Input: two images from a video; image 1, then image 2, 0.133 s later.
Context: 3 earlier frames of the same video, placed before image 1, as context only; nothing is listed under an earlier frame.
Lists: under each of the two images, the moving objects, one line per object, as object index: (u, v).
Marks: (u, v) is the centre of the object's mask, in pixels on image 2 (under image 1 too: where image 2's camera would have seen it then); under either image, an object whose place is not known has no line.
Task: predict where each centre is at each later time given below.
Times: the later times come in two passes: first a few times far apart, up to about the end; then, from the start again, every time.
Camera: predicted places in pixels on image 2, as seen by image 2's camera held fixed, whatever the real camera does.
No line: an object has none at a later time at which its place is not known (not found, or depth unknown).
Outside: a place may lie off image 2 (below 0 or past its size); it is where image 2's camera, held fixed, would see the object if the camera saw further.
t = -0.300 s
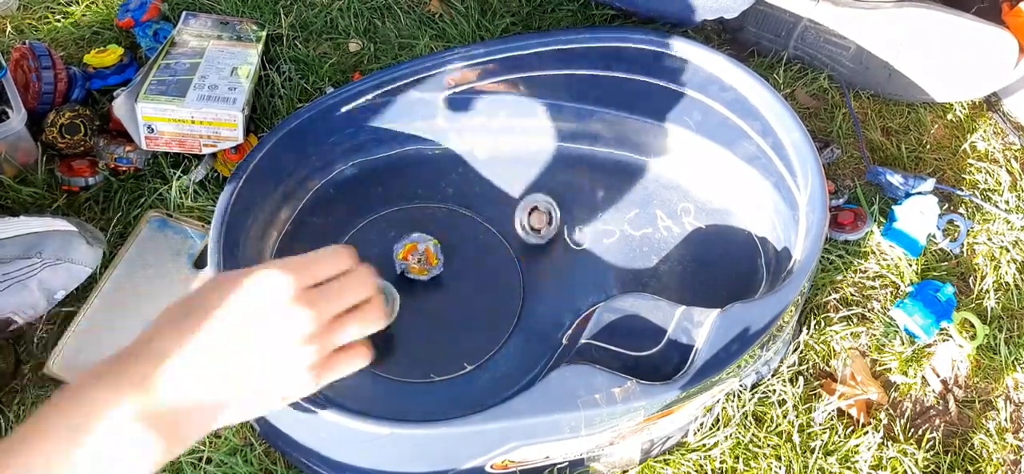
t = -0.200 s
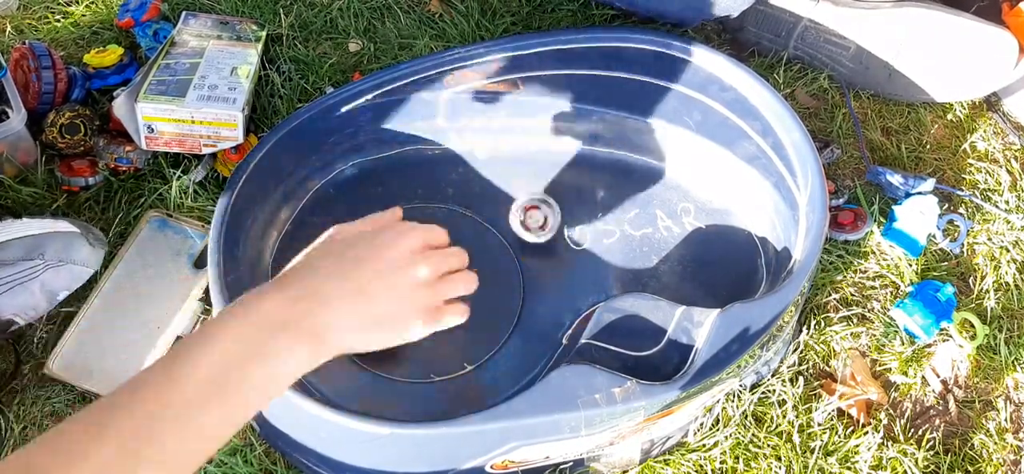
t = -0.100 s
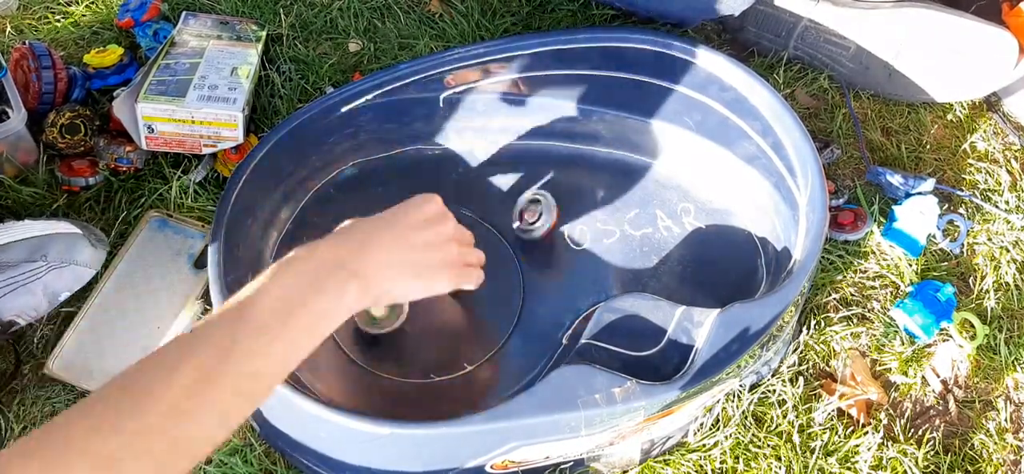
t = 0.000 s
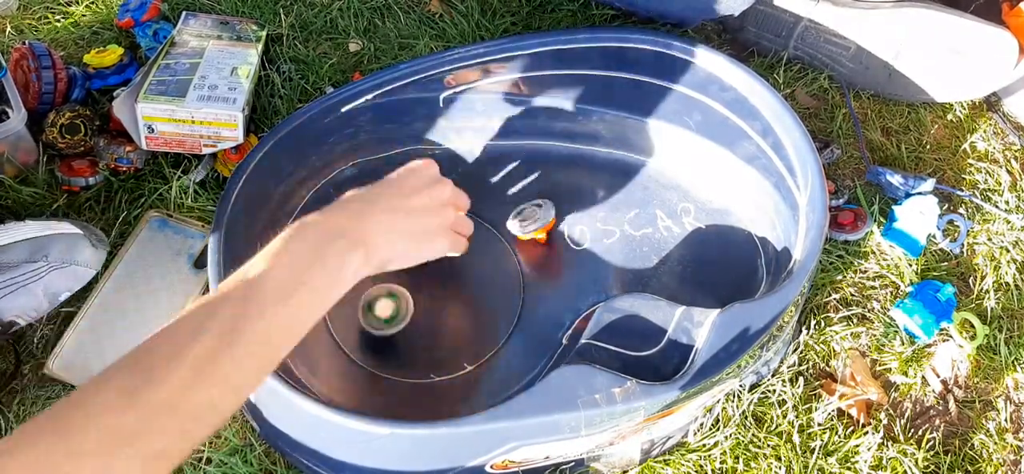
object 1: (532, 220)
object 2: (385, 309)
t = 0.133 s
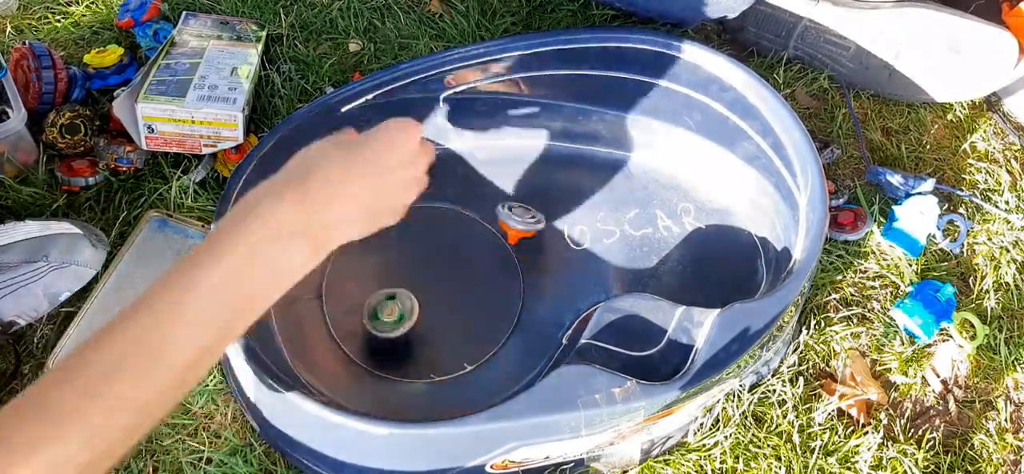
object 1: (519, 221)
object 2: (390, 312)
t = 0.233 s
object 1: (497, 217)
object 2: (393, 314)
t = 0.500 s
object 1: (457, 211)
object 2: (397, 315)
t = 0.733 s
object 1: (463, 229)
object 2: (399, 313)
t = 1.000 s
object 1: (446, 235)
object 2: (404, 307)
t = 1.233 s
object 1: (441, 233)
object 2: (413, 302)
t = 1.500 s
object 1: (430, 235)
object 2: (422, 301)
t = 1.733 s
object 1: (425, 232)
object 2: (427, 302)
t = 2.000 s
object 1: (418, 236)
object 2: (428, 302)
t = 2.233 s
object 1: (410, 233)
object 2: (427, 301)
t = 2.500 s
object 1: (406, 239)
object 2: (426, 294)
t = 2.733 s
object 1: (394, 240)
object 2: (428, 288)
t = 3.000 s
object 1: (394, 243)
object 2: (432, 283)
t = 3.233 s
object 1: (384, 251)
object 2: (436, 283)
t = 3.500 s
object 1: (383, 250)
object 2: (437, 283)
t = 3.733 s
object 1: (366, 232)
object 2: (466, 314)
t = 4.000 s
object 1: (378, 232)
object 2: (465, 315)
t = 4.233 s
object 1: (425, 271)
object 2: (461, 308)
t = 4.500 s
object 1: (434, 259)
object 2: (466, 333)
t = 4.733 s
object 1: (425, 255)
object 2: (460, 315)
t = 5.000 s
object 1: (427, 256)
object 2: (451, 302)
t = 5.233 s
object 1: (430, 255)
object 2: (440, 296)
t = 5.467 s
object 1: (428, 254)
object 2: (431, 292)
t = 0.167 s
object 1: (513, 220)
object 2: (391, 313)
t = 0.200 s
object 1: (505, 219)
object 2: (392, 314)
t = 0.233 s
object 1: (497, 217)
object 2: (393, 314)
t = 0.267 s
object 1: (489, 214)
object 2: (393, 314)
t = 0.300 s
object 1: (479, 215)
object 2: (394, 314)
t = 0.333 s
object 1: (472, 215)
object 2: (395, 315)
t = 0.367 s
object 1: (467, 215)
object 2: (395, 315)
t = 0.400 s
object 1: (463, 216)
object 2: (396, 315)
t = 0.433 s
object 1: (460, 215)
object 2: (396, 315)
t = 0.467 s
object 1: (457, 213)
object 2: (397, 315)
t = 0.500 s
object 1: (457, 211)
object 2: (397, 315)
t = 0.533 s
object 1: (459, 208)
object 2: (397, 315)
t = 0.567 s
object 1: (461, 211)
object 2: (398, 315)
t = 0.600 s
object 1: (463, 213)
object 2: (398, 315)
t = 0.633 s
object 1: (464, 216)
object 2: (398, 314)
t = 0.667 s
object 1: (465, 221)
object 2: (398, 314)
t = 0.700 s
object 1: (465, 225)
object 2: (399, 314)
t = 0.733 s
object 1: (463, 229)
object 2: (399, 313)
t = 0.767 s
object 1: (461, 232)
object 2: (399, 313)
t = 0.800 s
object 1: (459, 236)
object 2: (400, 312)
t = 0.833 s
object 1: (455, 238)
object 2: (400, 311)
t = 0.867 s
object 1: (452, 240)
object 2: (401, 310)
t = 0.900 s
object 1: (448, 241)
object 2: (401, 309)
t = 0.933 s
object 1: (446, 241)
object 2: (402, 309)
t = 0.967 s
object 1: (445, 236)
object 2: (403, 308)
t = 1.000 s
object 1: (446, 235)
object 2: (404, 307)
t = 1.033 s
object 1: (444, 237)
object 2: (405, 306)
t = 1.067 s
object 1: (442, 235)
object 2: (406, 305)
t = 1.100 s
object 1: (442, 233)
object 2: (408, 305)
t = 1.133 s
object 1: (441, 232)
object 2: (409, 304)
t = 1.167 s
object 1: (442, 231)
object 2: (410, 303)
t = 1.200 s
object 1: (442, 232)
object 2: (411, 303)
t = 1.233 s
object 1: (441, 233)
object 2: (413, 302)
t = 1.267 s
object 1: (438, 234)
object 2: (414, 302)
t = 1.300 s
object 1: (434, 234)
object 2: (415, 302)
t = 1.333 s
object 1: (432, 234)
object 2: (416, 301)
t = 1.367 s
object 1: (432, 232)
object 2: (417, 301)
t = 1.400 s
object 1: (433, 233)
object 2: (419, 301)
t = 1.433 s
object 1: (432, 234)
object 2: (420, 301)
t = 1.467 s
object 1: (431, 234)
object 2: (421, 301)
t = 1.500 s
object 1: (430, 235)
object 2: (422, 301)
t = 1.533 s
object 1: (428, 235)
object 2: (423, 301)
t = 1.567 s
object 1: (426, 234)
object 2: (424, 301)
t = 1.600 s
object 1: (424, 232)
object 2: (424, 301)
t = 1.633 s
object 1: (425, 231)
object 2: (425, 301)
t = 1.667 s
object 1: (425, 230)
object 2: (426, 301)
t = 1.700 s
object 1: (425, 230)
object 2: (426, 302)
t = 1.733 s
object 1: (425, 232)
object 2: (427, 302)
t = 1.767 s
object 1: (423, 233)
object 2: (427, 302)
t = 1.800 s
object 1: (420, 234)
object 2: (427, 302)
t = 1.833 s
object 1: (418, 233)
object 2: (428, 302)
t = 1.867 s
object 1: (418, 232)
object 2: (428, 302)
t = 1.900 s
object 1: (418, 232)
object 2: (428, 302)
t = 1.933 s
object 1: (419, 234)
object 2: (428, 302)
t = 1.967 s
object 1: (420, 235)
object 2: (428, 302)
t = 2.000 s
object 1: (418, 236)
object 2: (428, 302)
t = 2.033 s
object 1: (416, 238)
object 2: (428, 302)
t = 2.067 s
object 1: (413, 238)
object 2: (428, 302)
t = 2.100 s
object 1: (411, 238)
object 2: (428, 302)
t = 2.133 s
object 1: (409, 236)
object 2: (427, 302)
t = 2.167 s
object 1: (408, 234)
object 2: (427, 301)
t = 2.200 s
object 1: (409, 234)
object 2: (427, 301)
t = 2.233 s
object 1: (410, 233)
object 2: (427, 301)
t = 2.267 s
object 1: (410, 234)
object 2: (426, 300)
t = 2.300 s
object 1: (408, 235)
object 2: (426, 299)
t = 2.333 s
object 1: (406, 236)
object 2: (426, 298)
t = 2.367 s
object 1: (405, 237)
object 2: (425, 298)
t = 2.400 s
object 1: (405, 236)
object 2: (426, 297)
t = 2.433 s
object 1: (405, 236)
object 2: (425, 296)
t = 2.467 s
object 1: (406, 237)
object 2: (426, 295)
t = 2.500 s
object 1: (406, 239)
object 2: (426, 294)
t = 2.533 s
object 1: (406, 241)
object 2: (426, 293)
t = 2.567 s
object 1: (404, 243)
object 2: (426, 293)
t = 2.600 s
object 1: (401, 244)
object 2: (426, 292)
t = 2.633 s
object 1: (398, 245)
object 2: (426, 291)
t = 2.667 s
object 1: (397, 244)
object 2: (427, 290)
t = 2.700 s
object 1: (395, 242)
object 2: (427, 289)
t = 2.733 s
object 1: (394, 240)
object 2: (428, 288)
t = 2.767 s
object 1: (395, 240)
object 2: (428, 287)
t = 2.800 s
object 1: (396, 240)
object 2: (429, 287)
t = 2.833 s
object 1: (395, 241)
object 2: (429, 286)
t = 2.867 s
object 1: (394, 242)
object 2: (430, 285)
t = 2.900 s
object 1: (393, 243)
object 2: (430, 284)
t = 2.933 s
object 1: (392, 242)
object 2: (431, 284)
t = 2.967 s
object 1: (392, 242)
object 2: (432, 284)
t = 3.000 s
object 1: (394, 243)
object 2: (432, 283)
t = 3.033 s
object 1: (395, 244)
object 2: (433, 283)
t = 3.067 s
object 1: (395, 246)
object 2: (434, 283)
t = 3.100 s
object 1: (393, 248)
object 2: (434, 283)
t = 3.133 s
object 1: (392, 251)
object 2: (435, 283)
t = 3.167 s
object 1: (390, 252)
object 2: (436, 283)
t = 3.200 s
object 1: (387, 252)
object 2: (436, 283)
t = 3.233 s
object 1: (384, 251)
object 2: (436, 283)
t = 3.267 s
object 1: (382, 250)
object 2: (437, 283)
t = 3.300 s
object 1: (382, 249)
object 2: (437, 283)
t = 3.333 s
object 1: (383, 247)
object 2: (437, 283)
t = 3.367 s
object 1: (383, 248)
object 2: (437, 283)
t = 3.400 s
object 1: (384, 249)
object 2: (437, 283)
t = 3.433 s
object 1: (383, 249)
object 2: (437, 283)
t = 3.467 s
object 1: (383, 249)
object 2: (437, 283)
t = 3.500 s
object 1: (383, 250)
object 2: (437, 283)
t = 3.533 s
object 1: (384, 250)
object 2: (436, 284)
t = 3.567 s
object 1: (386, 252)
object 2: (436, 284)
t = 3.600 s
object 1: (389, 255)
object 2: (435, 284)
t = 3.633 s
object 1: (390, 253)
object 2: (439, 287)
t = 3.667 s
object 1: (380, 245)
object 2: (452, 299)
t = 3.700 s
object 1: (373, 238)
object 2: (461, 308)
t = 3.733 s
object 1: (366, 232)
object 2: (466, 314)
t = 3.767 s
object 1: (363, 222)
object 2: (469, 317)
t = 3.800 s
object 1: (359, 220)
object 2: (469, 318)
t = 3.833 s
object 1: (359, 217)
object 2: (468, 318)
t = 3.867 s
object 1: (361, 219)
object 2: (467, 318)
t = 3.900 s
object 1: (364, 219)
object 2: (467, 317)
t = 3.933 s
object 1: (366, 223)
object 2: (467, 317)
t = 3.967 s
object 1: (372, 228)
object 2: (466, 316)
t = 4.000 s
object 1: (378, 232)
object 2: (465, 315)
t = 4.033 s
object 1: (382, 240)
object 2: (465, 314)
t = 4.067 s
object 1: (389, 246)
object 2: (464, 313)
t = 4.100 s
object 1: (396, 250)
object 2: (464, 312)
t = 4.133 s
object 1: (404, 254)
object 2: (463, 311)
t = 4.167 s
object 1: (411, 260)
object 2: (463, 310)
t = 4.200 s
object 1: (418, 266)
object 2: (462, 309)
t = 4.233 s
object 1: (425, 271)
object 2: (461, 308)
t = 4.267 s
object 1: (429, 273)
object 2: (463, 312)
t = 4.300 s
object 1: (427, 267)
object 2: (471, 324)
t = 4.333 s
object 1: (426, 263)
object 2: (474, 333)
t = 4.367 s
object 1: (428, 262)
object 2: (475, 337)
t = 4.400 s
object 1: (431, 260)
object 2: (473, 339)
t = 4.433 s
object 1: (430, 259)
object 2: (470, 338)
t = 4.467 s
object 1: (432, 259)
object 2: (468, 336)
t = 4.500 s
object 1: (434, 259)
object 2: (466, 333)
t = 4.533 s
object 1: (434, 260)
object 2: (464, 330)
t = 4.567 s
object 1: (434, 259)
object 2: (463, 327)
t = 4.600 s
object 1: (432, 258)
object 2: (462, 325)
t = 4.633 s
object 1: (431, 257)
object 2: (462, 322)
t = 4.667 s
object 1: (429, 256)
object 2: (461, 320)
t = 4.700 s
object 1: (427, 255)
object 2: (461, 317)
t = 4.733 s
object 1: (425, 255)
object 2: (460, 315)
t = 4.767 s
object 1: (423, 255)
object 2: (458, 312)
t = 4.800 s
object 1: (422, 255)
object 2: (457, 311)
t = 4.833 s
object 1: (422, 255)
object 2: (456, 310)
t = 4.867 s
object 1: (422, 255)
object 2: (455, 308)
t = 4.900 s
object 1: (422, 255)
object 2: (454, 307)
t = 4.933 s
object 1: (423, 255)
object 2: (453, 305)
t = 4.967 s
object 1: (425, 255)
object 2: (452, 304)
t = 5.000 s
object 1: (427, 256)
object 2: (451, 302)
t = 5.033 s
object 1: (428, 257)
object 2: (449, 300)
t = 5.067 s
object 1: (430, 257)
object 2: (448, 299)
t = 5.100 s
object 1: (431, 258)
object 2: (446, 298)
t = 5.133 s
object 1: (431, 258)
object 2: (445, 297)
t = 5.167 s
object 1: (431, 257)
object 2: (444, 297)
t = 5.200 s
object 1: (431, 256)
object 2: (442, 297)
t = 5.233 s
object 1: (430, 255)
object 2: (440, 296)
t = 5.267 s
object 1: (428, 255)
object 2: (437, 295)
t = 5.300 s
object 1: (426, 255)
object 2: (436, 294)
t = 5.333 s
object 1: (424, 255)
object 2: (435, 293)
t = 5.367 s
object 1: (423, 255)
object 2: (434, 291)
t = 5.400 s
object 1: (424, 254)
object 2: (434, 292)
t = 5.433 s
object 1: (426, 253)
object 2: (433, 293)
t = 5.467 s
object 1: (428, 254)
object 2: (431, 292)
